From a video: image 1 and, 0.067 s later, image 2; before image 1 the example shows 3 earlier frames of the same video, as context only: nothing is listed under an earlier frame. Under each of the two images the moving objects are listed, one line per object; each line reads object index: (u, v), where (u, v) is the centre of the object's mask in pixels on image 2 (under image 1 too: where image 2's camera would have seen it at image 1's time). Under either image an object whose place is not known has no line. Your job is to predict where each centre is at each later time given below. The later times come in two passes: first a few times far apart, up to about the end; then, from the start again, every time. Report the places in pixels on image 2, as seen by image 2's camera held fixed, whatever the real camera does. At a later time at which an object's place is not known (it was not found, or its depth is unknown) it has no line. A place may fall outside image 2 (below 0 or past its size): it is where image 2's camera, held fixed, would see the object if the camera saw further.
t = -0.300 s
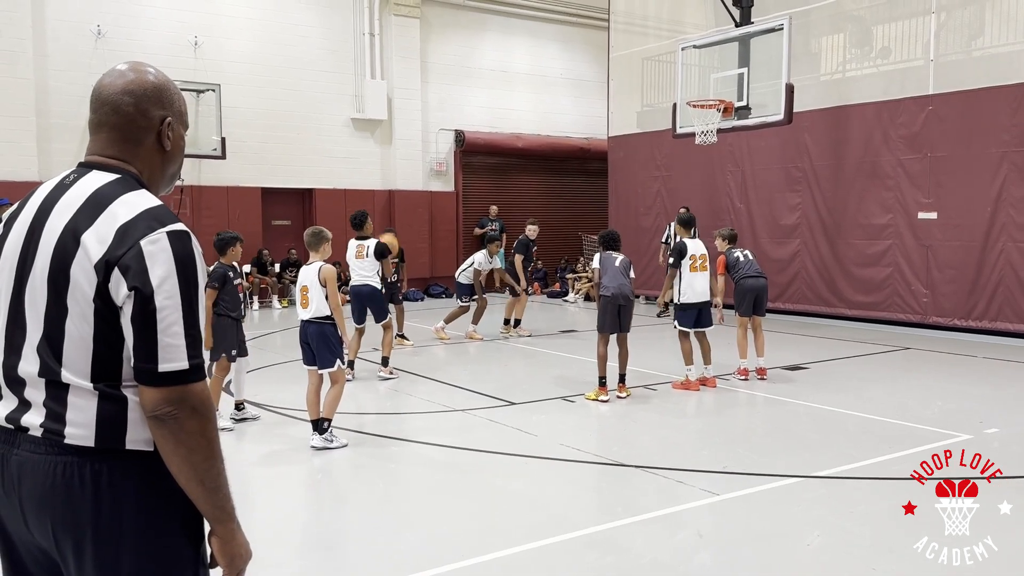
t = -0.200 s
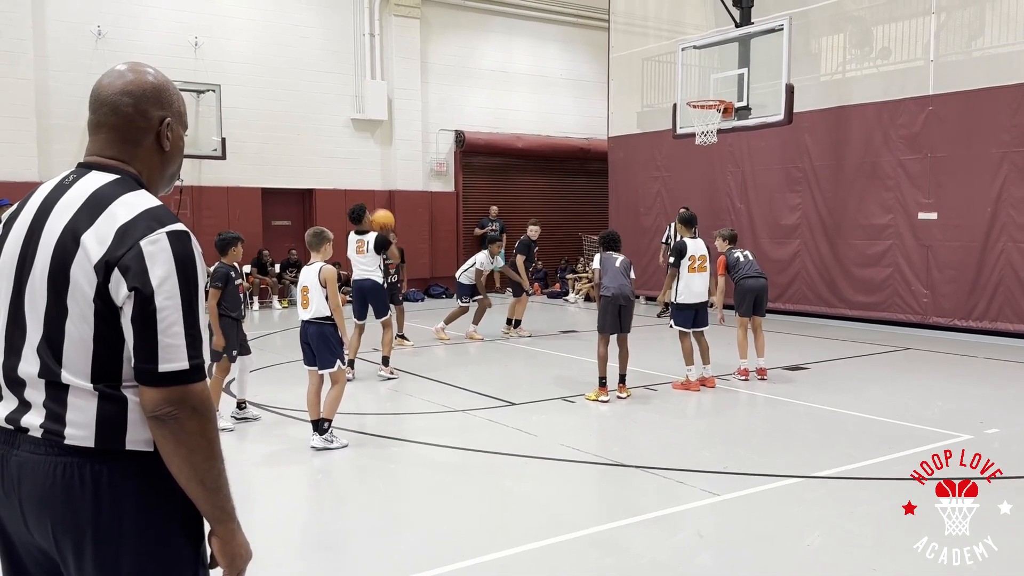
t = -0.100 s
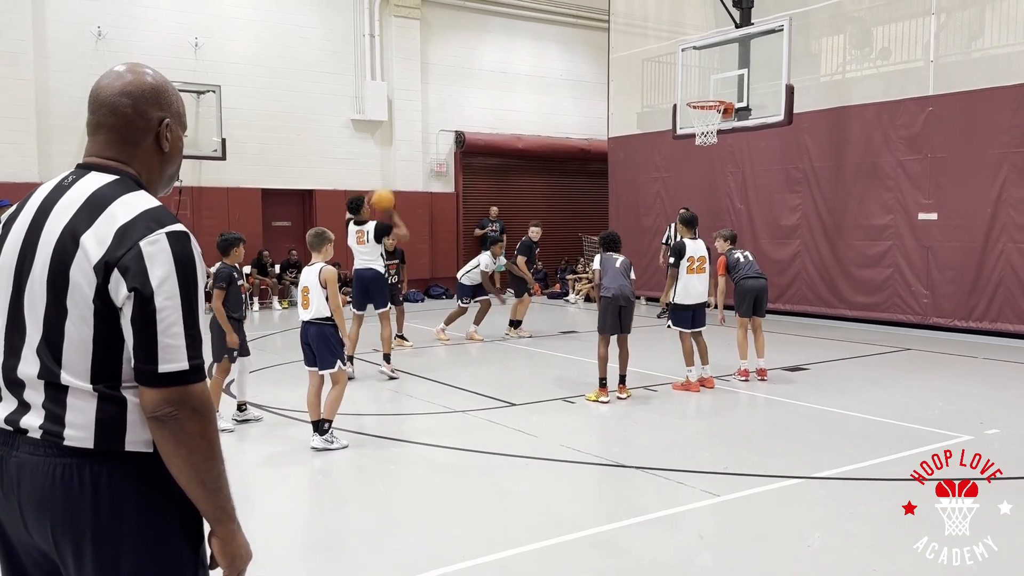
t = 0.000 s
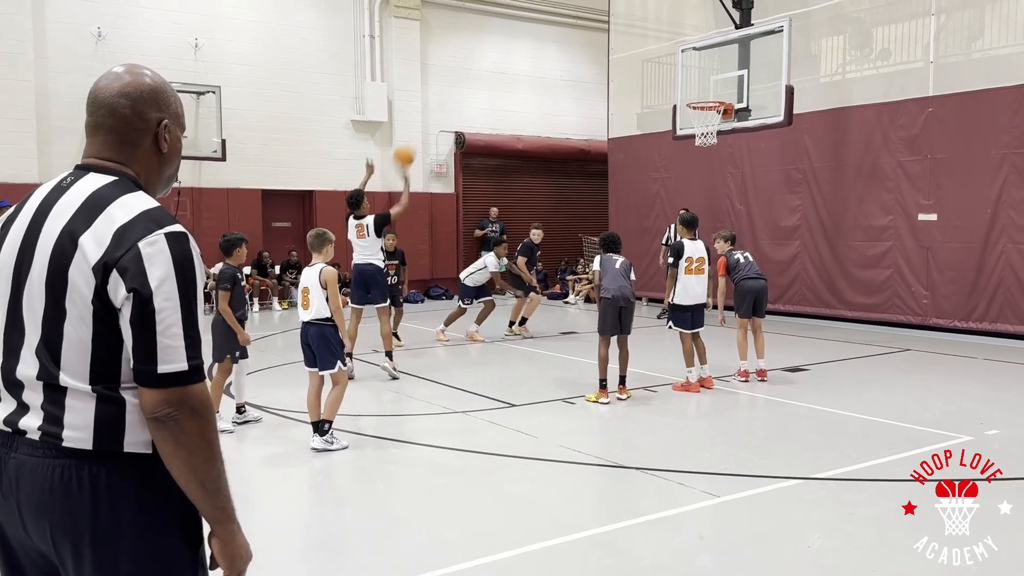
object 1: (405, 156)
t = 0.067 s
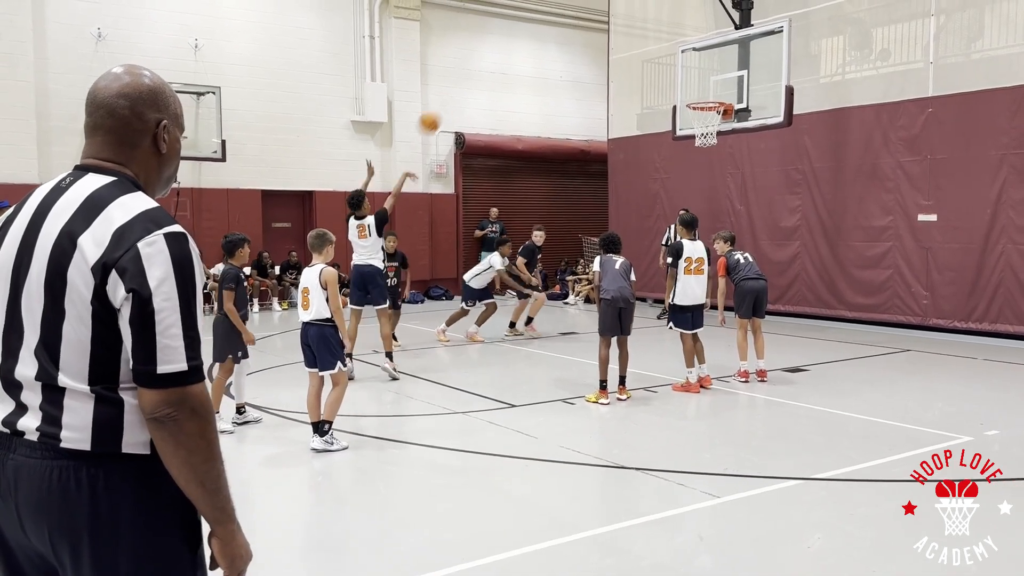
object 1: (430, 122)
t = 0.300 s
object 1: (514, 39)
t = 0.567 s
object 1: (599, 10)
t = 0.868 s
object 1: (681, 50)
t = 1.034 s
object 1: (721, 96)
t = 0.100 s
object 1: (443, 106)
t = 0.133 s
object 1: (455, 92)
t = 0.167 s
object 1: (467, 79)
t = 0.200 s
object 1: (481, 67)
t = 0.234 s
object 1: (491, 57)
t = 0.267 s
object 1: (503, 47)
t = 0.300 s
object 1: (514, 39)
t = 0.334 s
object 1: (525, 30)
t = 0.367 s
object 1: (536, 24)
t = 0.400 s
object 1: (547, 20)
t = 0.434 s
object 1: (557, 15)
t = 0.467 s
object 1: (567, 13)
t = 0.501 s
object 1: (579, 11)
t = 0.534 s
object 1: (589, 10)
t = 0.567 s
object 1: (599, 10)
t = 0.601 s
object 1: (608, 11)
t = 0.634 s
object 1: (618, 12)
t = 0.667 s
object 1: (627, 16)
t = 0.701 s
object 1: (637, 19)
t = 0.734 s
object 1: (646, 23)
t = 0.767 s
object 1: (655, 28)
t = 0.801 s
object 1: (664, 35)
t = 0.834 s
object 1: (673, 42)
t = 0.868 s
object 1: (681, 50)
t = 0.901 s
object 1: (690, 58)
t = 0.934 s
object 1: (698, 68)
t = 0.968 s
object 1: (706, 78)
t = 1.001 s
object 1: (714, 88)
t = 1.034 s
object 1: (721, 96)
